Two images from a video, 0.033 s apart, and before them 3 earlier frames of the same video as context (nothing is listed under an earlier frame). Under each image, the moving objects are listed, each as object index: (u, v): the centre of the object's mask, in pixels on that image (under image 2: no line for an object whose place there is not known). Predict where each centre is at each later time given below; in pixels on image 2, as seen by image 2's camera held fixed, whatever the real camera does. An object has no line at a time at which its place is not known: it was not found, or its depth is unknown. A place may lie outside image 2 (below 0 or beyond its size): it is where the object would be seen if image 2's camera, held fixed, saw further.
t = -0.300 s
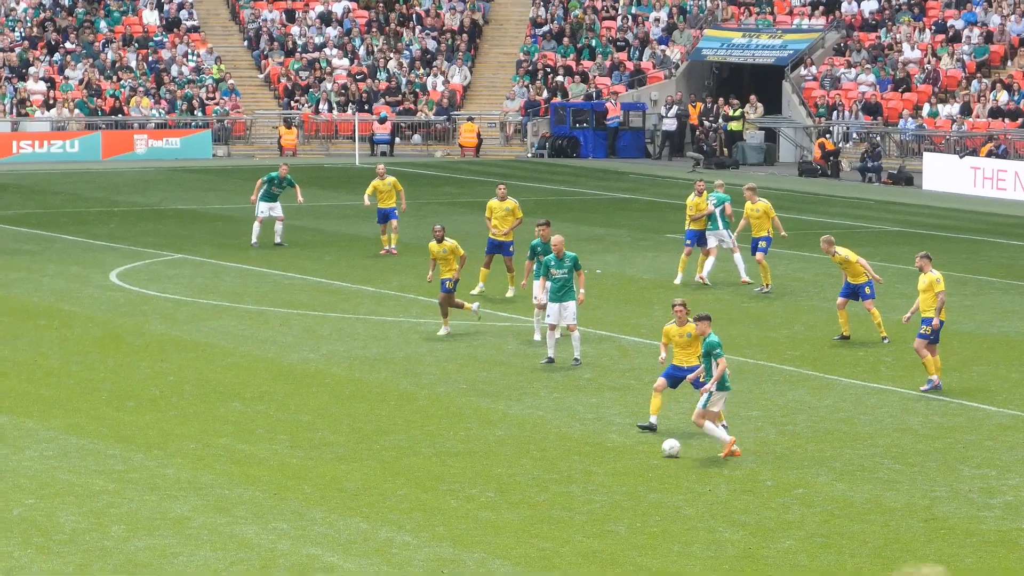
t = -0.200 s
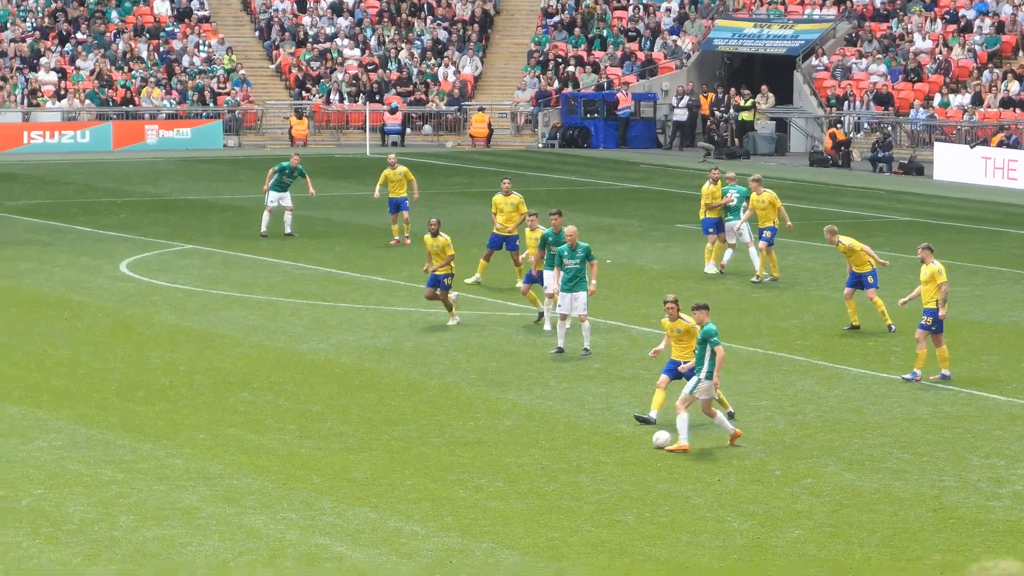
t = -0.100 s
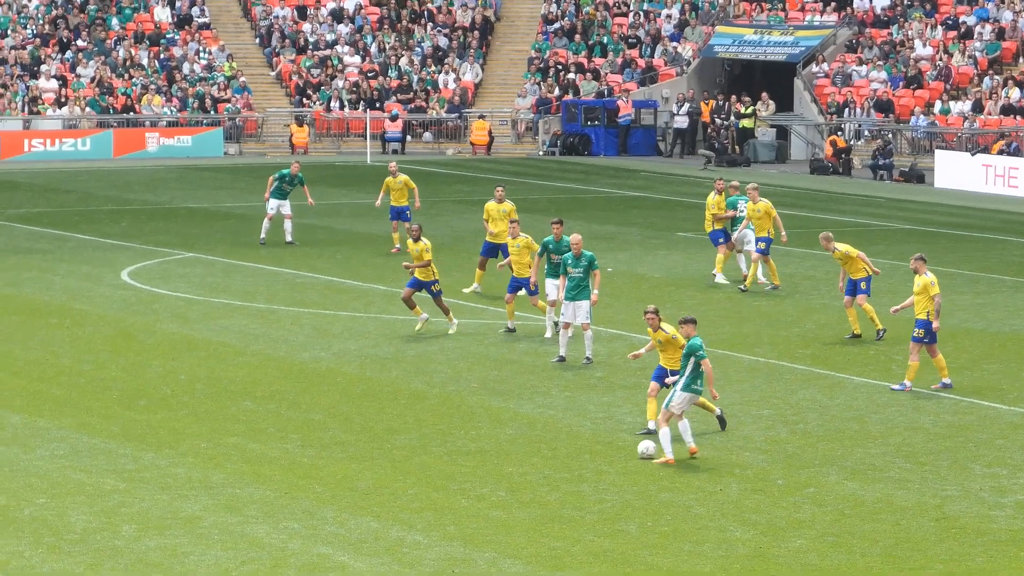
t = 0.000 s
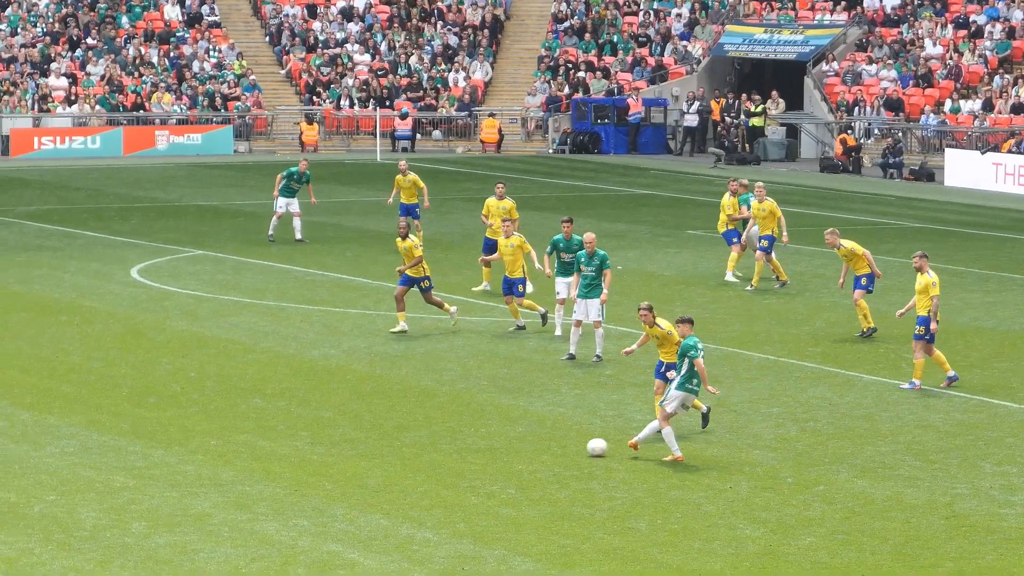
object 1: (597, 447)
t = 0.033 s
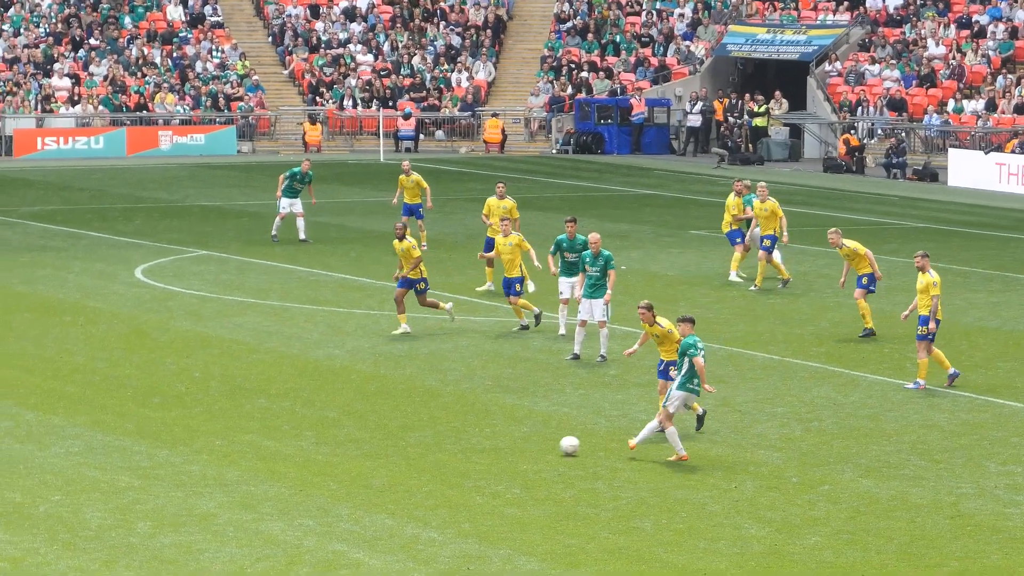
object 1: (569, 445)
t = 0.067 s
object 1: (537, 444)
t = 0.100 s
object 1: (505, 443)
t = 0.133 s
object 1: (473, 444)
